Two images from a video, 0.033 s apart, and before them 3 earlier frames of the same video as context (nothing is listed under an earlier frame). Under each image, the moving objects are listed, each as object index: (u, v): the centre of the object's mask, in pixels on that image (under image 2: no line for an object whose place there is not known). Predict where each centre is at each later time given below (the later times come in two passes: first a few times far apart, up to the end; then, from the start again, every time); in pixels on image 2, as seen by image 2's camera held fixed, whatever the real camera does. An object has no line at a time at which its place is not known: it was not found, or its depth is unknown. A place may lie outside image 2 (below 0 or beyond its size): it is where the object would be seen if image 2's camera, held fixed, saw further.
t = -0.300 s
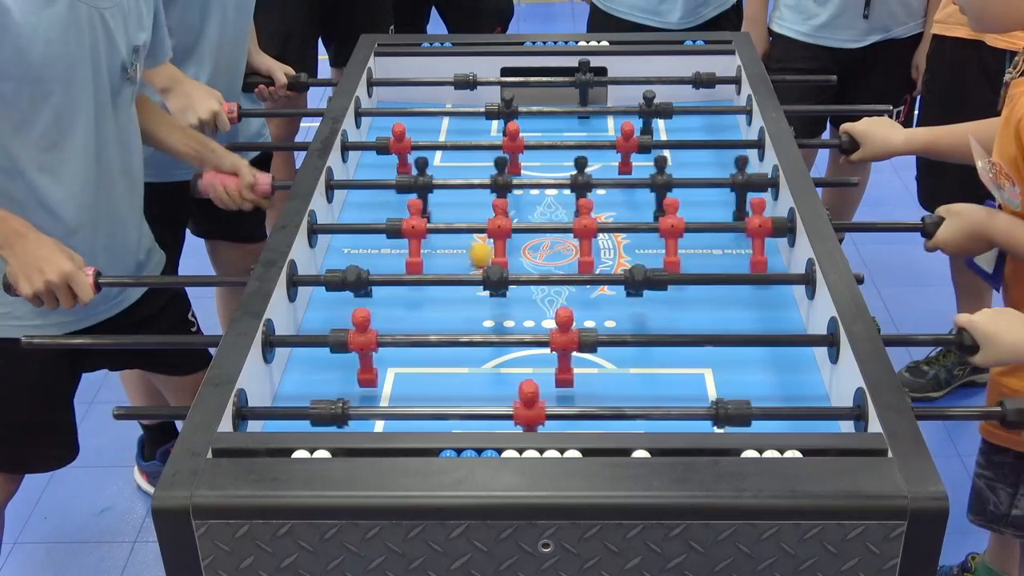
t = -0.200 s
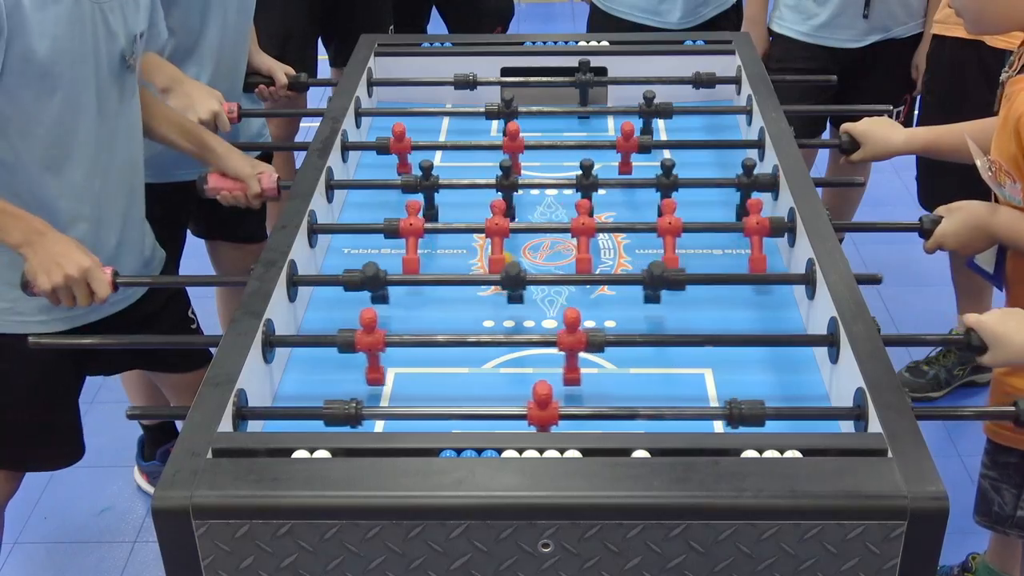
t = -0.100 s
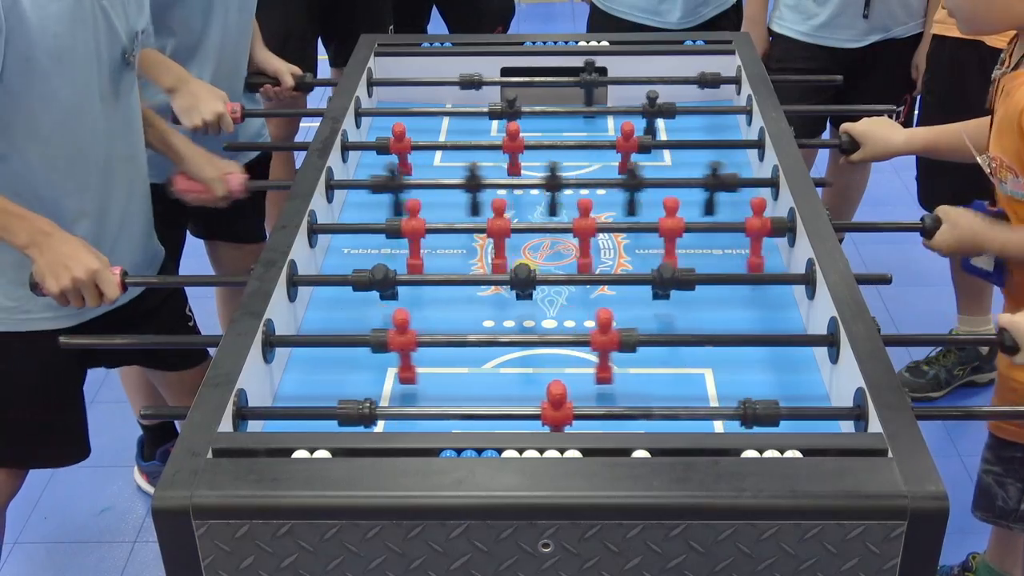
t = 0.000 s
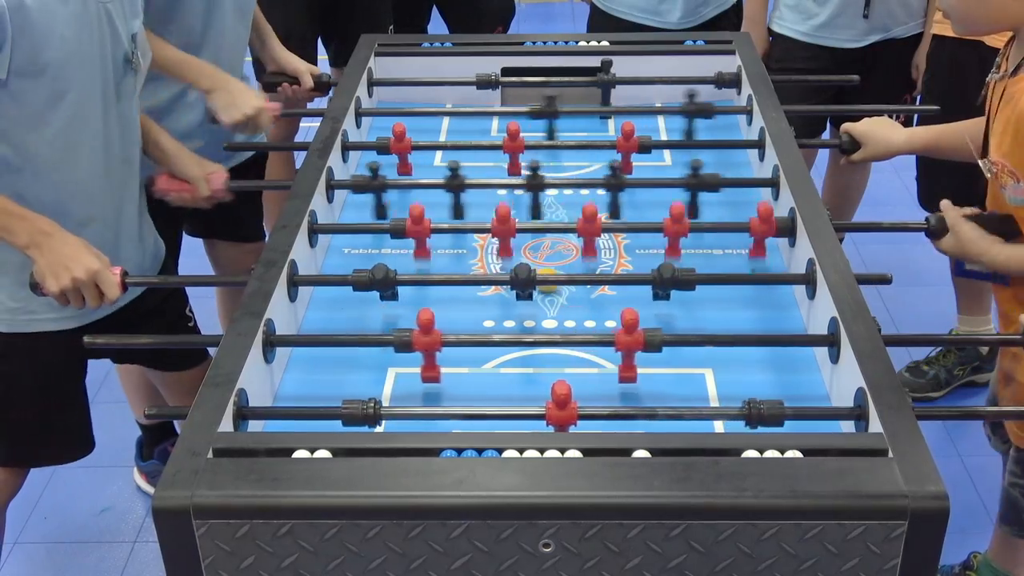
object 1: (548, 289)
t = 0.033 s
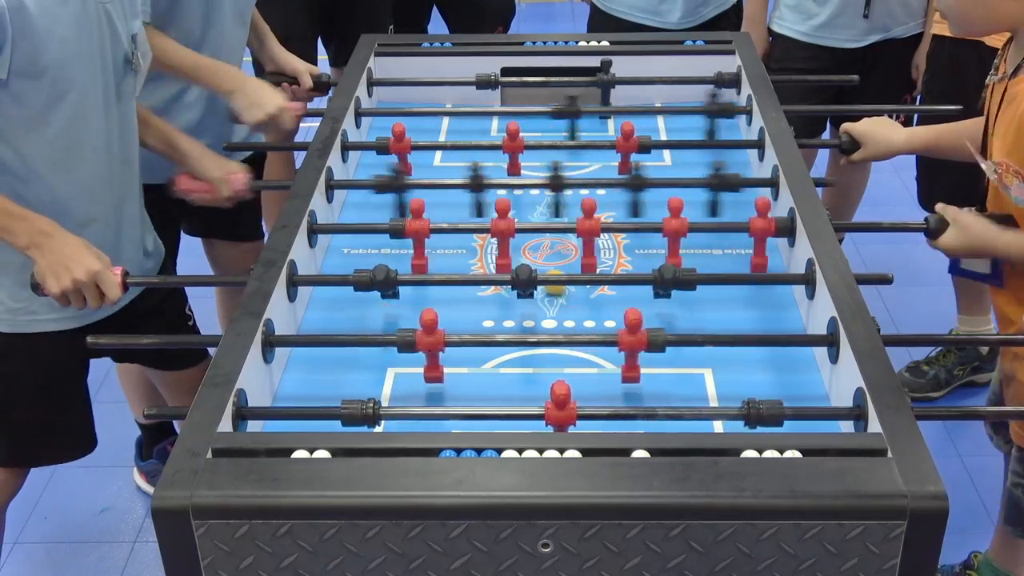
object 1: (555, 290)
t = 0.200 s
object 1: (592, 297)
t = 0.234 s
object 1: (600, 299)
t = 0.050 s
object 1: (559, 291)
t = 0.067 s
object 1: (563, 292)
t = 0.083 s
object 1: (565, 292)
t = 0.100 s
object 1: (569, 293)
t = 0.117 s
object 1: (574, 294)
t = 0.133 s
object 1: (577, 294)
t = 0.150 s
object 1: (582, 295)
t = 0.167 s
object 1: (586, 296)
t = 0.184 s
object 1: (589, 296)
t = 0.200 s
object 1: (592, 297)
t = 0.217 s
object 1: (596, 298)
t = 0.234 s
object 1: (600, 299)
